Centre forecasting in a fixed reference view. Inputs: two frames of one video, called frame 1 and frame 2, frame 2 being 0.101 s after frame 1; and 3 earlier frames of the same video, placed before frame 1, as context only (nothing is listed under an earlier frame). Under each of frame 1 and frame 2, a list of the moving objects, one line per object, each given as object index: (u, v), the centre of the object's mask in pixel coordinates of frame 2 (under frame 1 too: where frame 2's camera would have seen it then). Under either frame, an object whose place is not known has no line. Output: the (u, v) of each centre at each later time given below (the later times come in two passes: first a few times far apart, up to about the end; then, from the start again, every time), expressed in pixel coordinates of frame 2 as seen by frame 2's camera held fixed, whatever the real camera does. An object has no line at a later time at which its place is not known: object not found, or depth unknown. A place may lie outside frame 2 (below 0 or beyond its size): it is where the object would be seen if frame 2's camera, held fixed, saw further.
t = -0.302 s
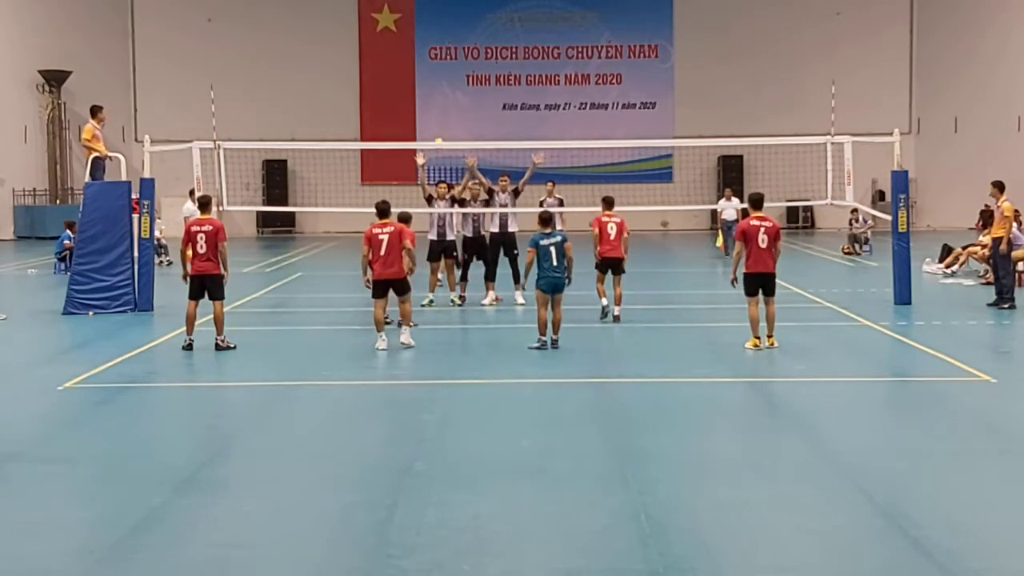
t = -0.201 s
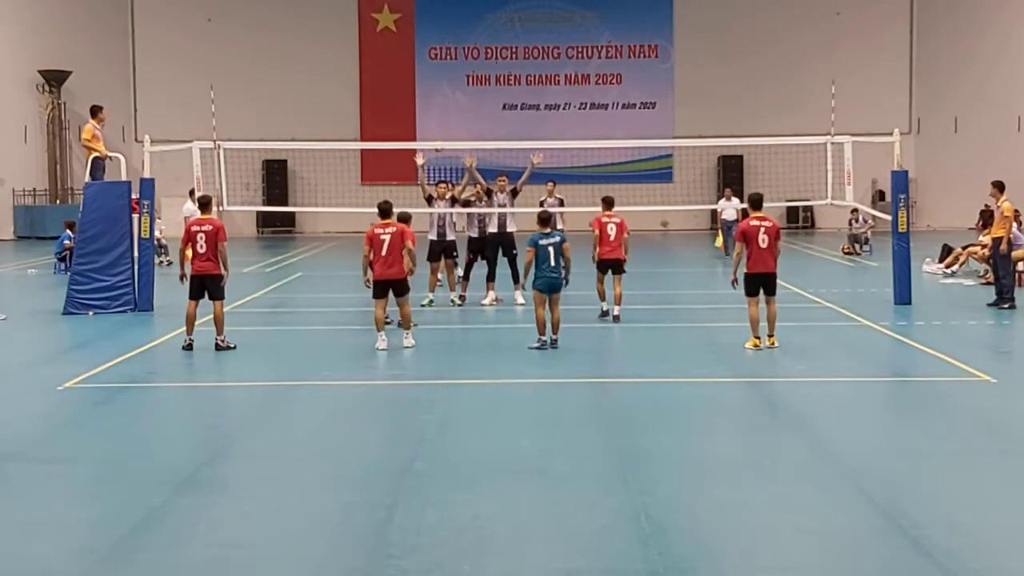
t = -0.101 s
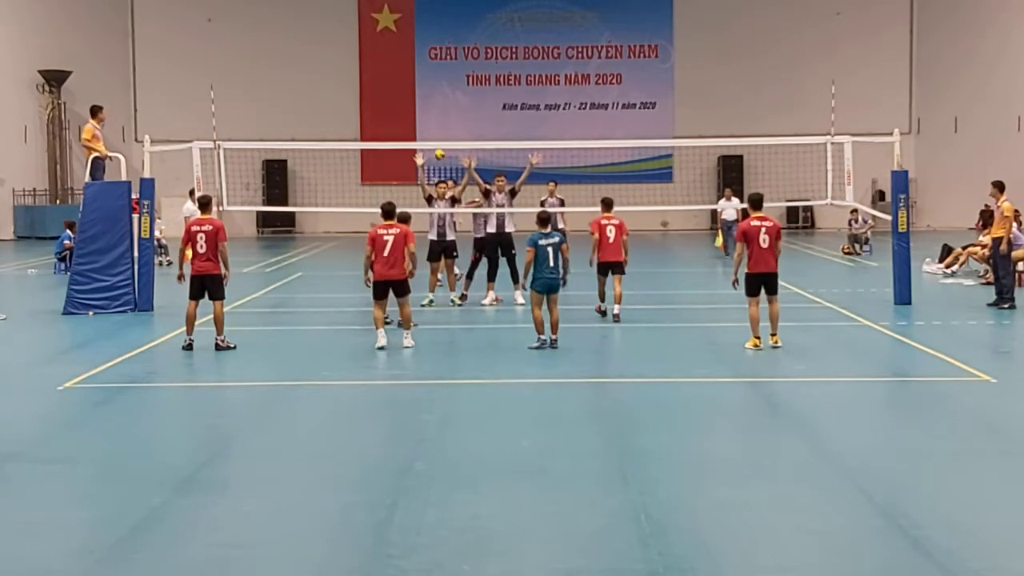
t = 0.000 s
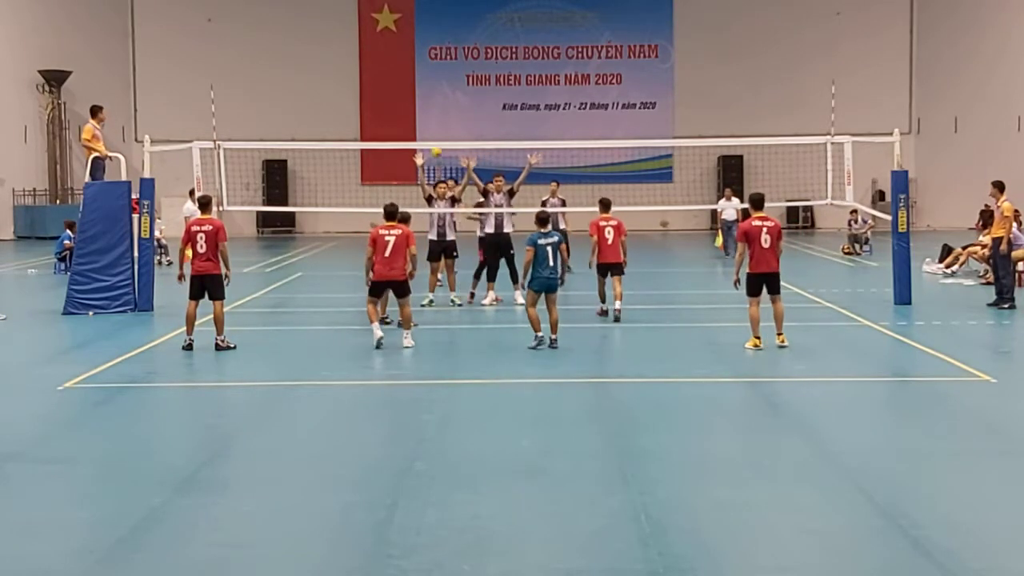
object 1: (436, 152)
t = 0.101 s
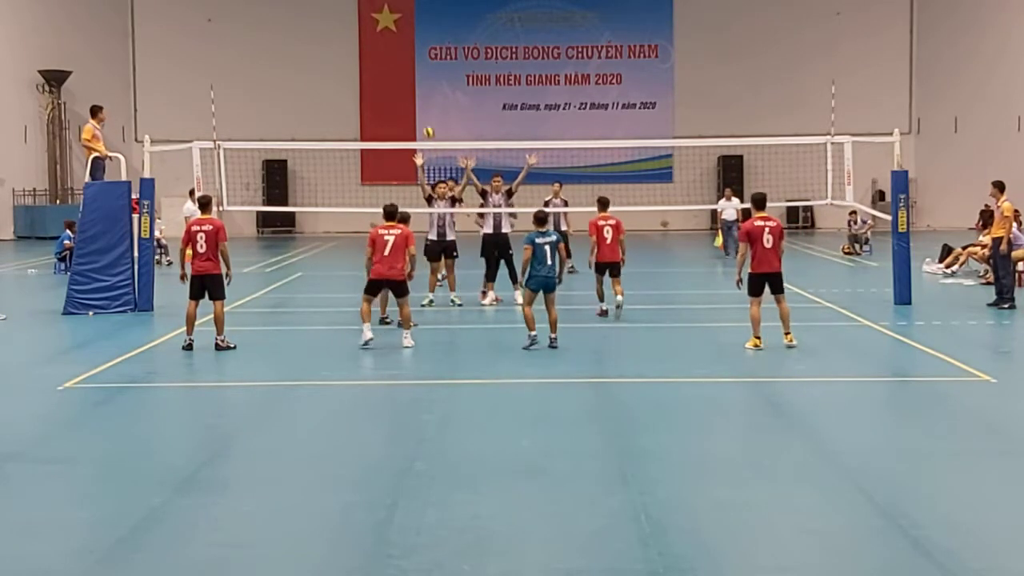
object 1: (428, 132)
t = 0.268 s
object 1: (416, 108)
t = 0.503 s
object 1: (395, 97)
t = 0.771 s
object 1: (365, 126)
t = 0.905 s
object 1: (344, 162)
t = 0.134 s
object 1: (427, 127)
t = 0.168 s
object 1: (424, 122)
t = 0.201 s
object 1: (422, 116)
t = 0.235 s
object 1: (420, 112)
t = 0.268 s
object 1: (416, 108)
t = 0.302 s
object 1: (414, 105)
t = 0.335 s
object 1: (410, 102)
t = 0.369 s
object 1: (408, 100)
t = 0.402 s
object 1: (405, 99)
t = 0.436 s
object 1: (402, 97)
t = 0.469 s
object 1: (399, 97)
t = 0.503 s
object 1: (395, 97)
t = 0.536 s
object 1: (392, 98)
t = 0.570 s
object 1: (388, 100)
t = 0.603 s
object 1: (385, 102)
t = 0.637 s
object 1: (381, 105)
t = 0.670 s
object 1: (378, 110)
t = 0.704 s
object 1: (374, 114)
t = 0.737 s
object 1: (370, 120)
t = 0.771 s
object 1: (365, 126)
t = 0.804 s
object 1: (360, 134)
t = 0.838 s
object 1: (355, 143)
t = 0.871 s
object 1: (349, 153)
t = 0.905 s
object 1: (344, 162)
